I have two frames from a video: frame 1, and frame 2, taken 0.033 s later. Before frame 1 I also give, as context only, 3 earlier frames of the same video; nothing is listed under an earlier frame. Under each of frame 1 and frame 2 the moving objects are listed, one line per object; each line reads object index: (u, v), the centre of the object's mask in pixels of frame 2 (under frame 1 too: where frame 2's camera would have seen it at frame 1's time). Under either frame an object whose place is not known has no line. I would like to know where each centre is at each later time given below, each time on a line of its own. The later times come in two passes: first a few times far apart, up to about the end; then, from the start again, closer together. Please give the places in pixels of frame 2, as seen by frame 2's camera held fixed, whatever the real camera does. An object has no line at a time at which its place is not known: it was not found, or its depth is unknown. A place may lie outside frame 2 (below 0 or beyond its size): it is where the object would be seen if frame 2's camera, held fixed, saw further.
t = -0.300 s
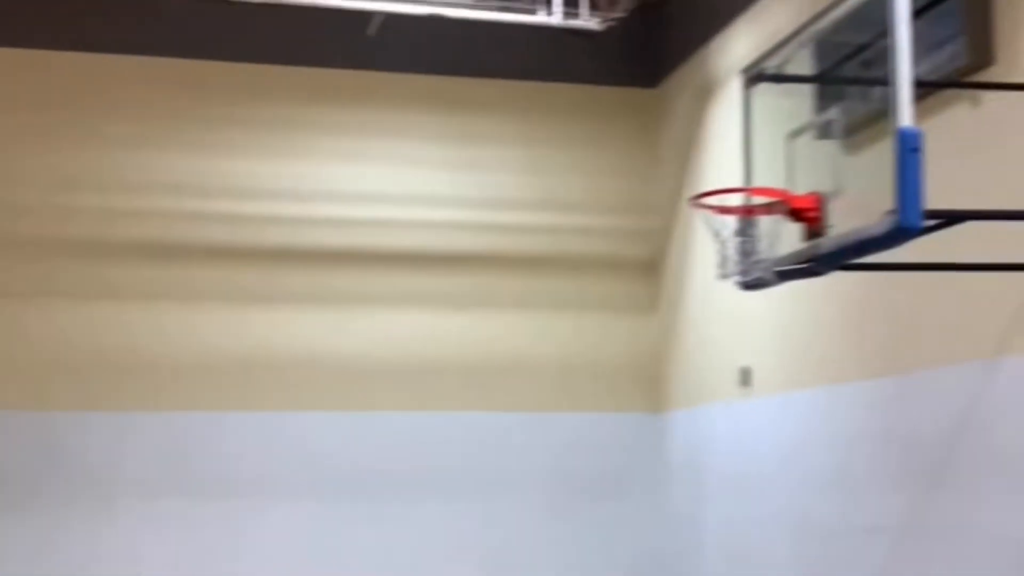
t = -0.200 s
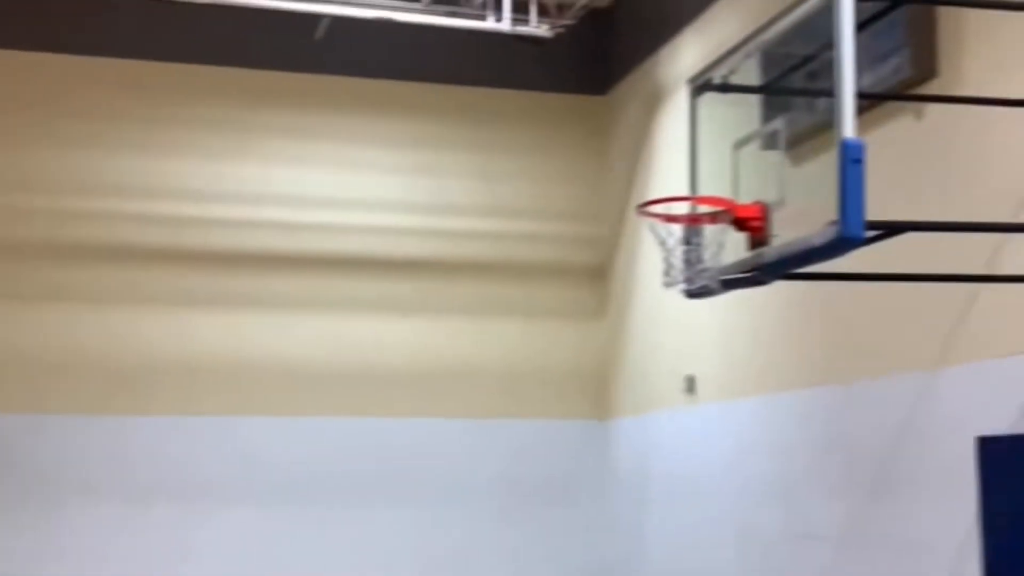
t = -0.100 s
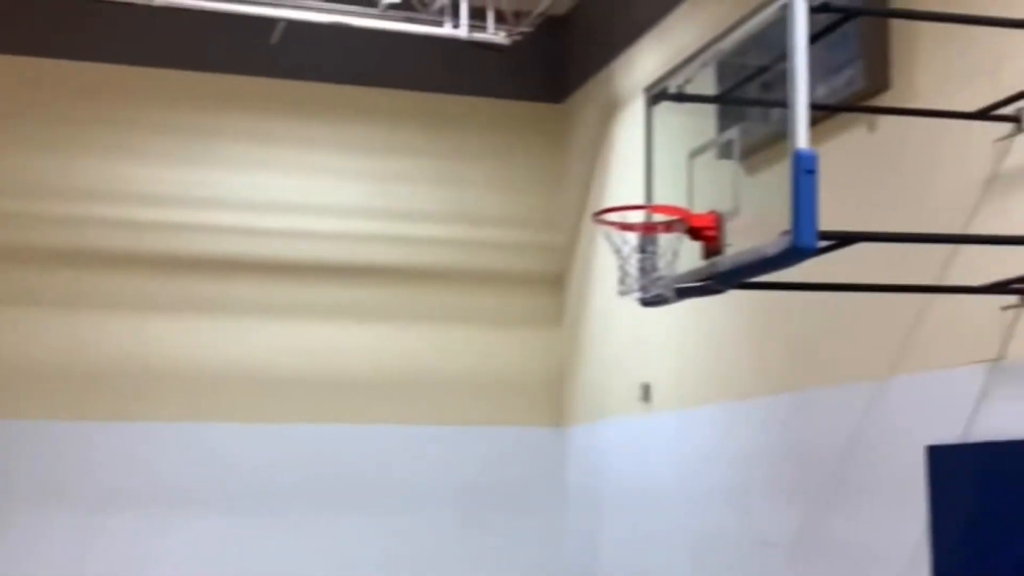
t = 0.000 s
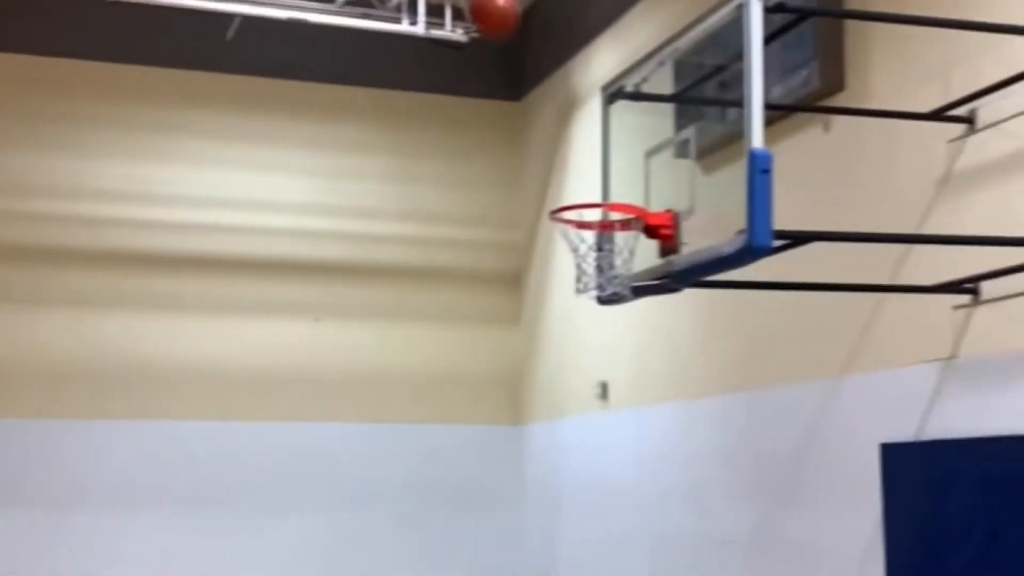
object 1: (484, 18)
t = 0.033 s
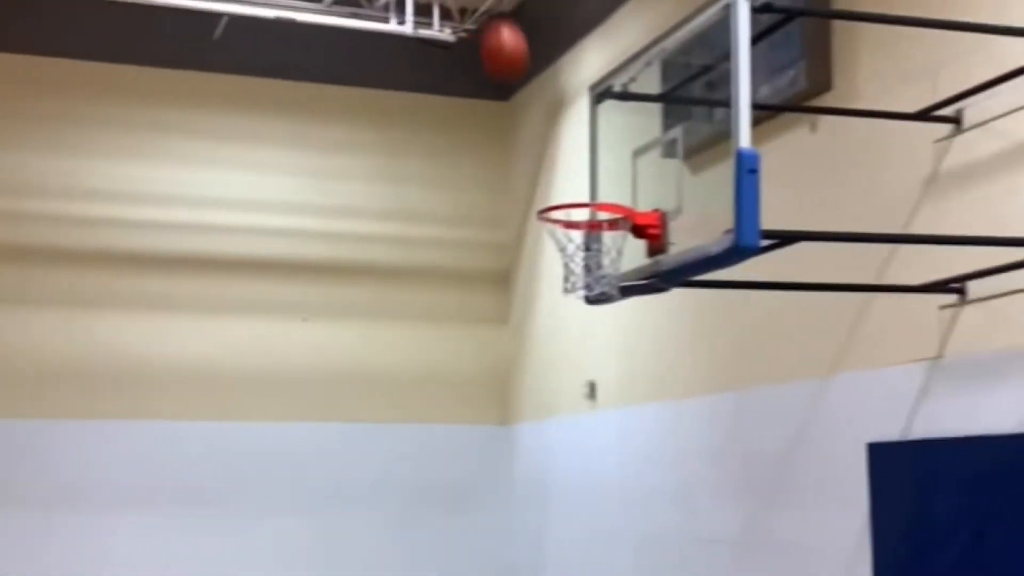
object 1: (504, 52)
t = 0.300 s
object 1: (610, 291)
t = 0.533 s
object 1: (644, 428)
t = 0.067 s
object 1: (523, 90)
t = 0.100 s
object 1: (543, 136)
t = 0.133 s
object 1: (561, 179)
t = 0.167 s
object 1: (582, 227)
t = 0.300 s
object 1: (610, 291)
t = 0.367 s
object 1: (620, 321)
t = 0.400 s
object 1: (625, 338)
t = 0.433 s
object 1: (629, 358)
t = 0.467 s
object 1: (634, 379)
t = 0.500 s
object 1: (639, 402)
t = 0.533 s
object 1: (644, 428)
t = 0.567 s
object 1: (649, 456)
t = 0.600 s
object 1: (654, 485)
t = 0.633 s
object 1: (659, 516)
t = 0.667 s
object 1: (664, 550)
